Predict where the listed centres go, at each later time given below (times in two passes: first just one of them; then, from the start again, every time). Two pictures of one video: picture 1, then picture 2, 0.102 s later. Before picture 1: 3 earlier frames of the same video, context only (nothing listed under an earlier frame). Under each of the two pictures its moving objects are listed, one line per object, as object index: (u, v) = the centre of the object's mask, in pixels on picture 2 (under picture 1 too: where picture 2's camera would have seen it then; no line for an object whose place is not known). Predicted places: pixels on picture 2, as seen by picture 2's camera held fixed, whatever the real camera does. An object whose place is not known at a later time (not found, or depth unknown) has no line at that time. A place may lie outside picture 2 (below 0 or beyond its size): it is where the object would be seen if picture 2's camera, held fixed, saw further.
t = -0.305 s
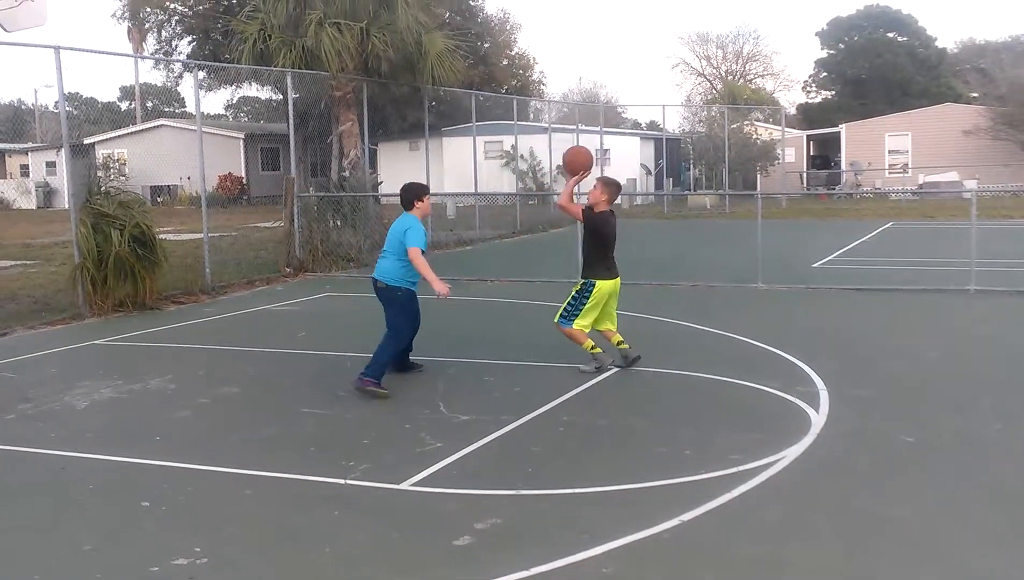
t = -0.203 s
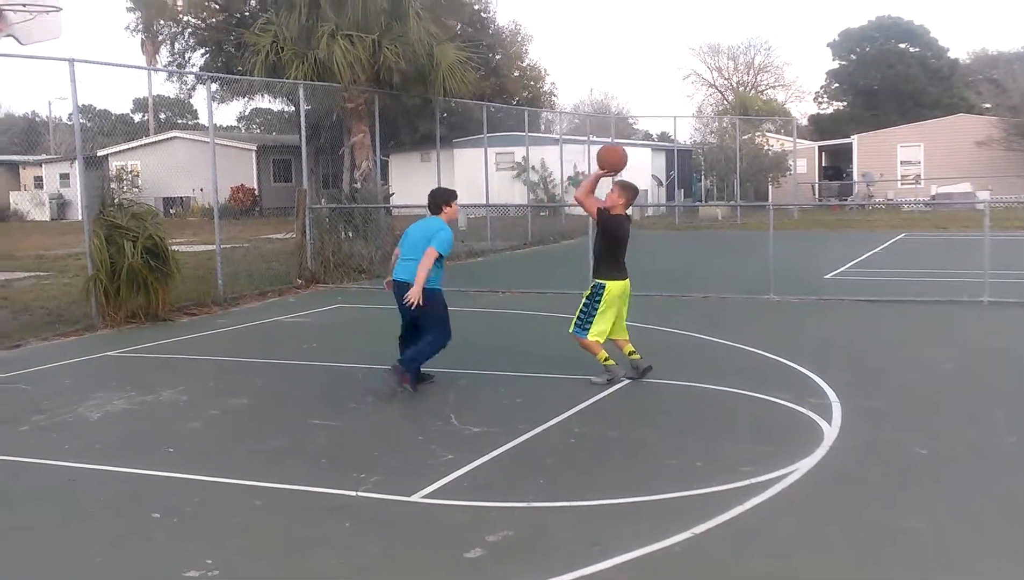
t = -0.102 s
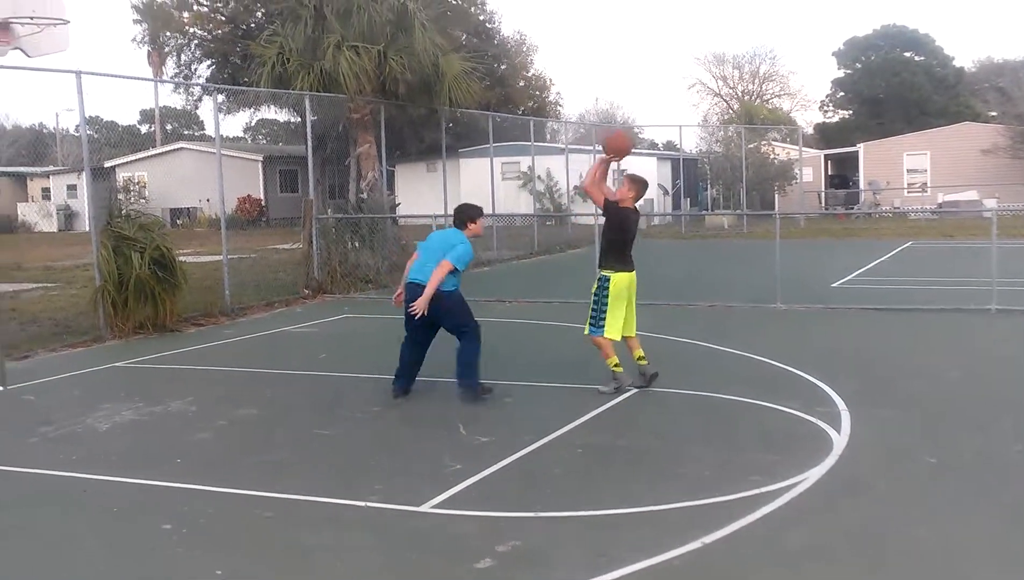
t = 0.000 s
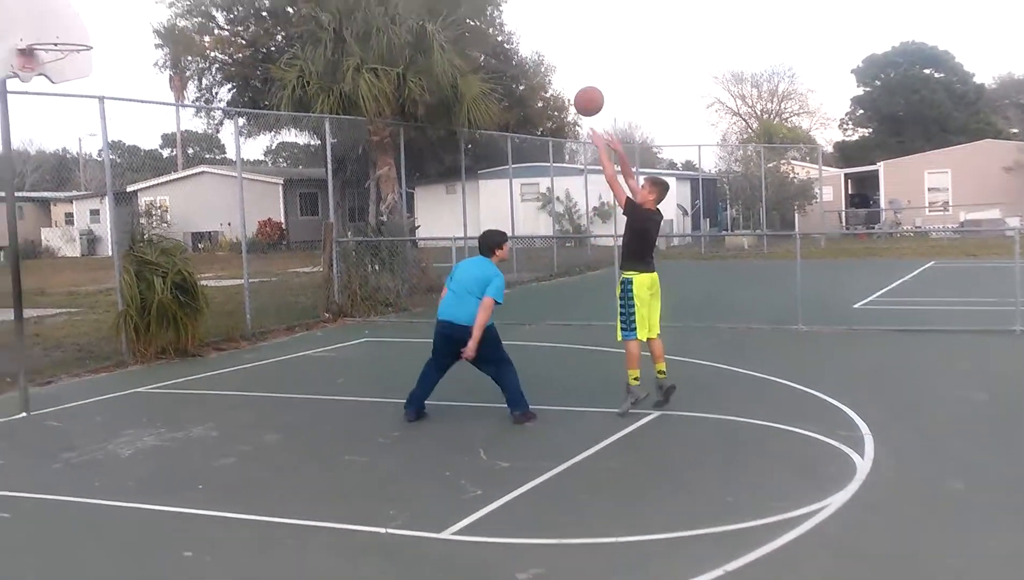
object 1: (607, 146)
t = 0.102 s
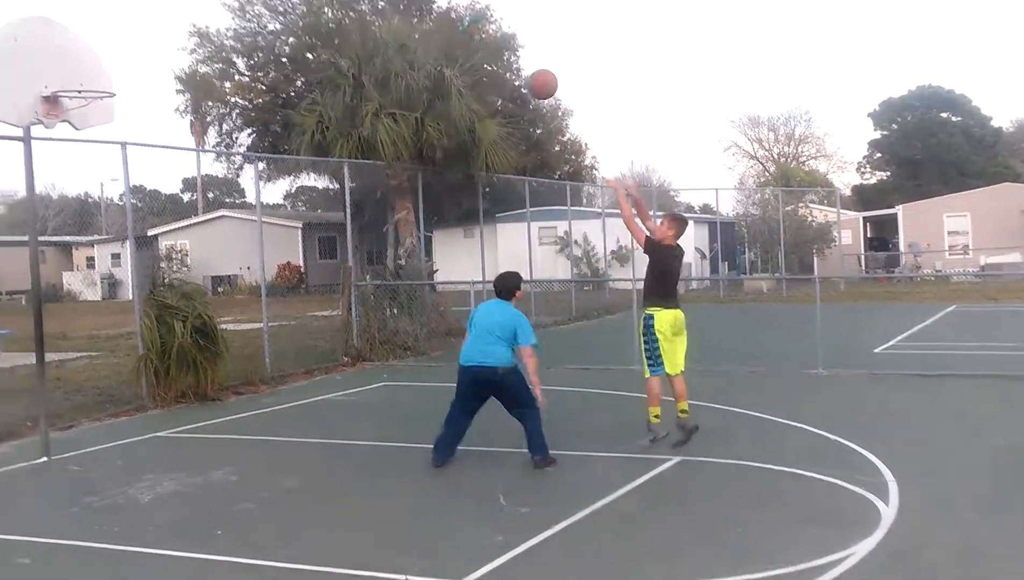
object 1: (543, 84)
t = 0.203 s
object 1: (481, 37)
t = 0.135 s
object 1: (521, 67)
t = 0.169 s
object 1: (503, 53)
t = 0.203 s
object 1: (481, 37)
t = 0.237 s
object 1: (461, 25)
